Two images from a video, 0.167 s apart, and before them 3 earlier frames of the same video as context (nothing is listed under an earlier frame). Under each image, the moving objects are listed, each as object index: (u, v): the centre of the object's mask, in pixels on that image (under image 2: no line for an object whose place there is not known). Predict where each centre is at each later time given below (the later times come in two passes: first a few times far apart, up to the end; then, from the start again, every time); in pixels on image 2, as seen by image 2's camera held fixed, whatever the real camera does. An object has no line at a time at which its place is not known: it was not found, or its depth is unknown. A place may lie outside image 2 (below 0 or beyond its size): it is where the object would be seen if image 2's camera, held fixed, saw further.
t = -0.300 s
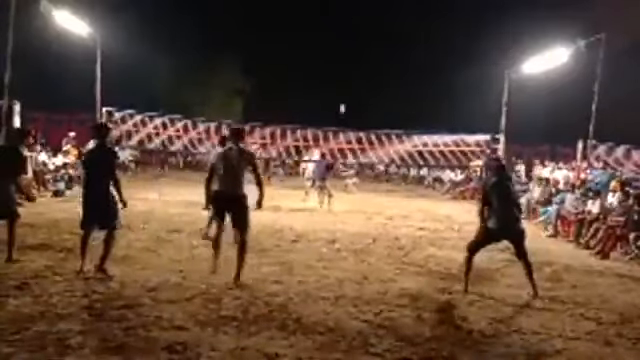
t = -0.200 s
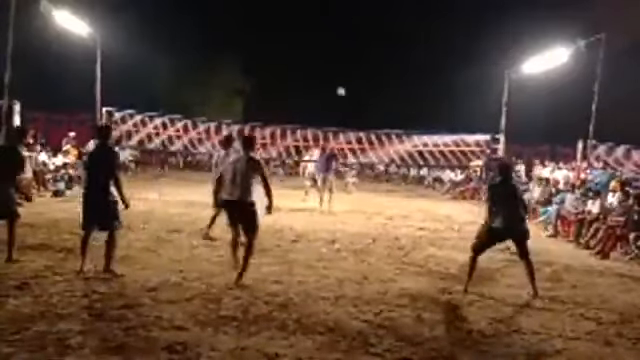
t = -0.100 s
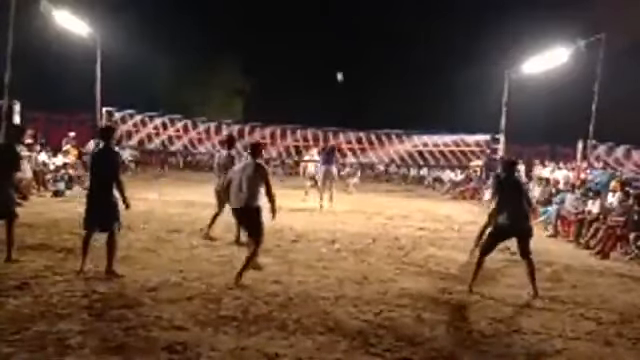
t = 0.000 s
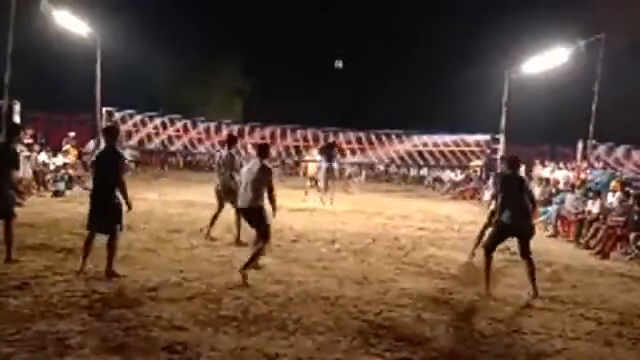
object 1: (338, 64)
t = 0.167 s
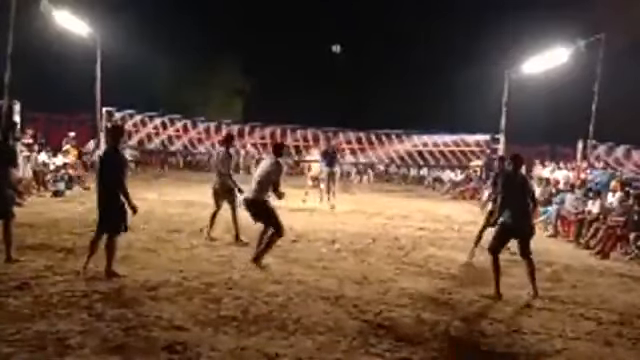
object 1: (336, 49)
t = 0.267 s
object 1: (334, 43)
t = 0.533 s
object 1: (328, 53)
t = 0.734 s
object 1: (321, 95)
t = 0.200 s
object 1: (335, 46)
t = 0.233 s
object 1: (335, 44)
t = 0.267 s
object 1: (334, 43)
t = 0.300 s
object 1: (333, 42)
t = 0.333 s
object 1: (333, 42)
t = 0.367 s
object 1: (332, 43)
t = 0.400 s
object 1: (331, 43)
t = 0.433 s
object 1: (330, 45)
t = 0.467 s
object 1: (329, 47)
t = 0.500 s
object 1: (329, 50)
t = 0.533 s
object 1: (328, 53)
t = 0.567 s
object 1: (327, 58)
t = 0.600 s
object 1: (326, 63)
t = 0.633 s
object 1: (325, 70)
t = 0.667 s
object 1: (324, 77)
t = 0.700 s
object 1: (323, 85)
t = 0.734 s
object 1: (321, 95)
